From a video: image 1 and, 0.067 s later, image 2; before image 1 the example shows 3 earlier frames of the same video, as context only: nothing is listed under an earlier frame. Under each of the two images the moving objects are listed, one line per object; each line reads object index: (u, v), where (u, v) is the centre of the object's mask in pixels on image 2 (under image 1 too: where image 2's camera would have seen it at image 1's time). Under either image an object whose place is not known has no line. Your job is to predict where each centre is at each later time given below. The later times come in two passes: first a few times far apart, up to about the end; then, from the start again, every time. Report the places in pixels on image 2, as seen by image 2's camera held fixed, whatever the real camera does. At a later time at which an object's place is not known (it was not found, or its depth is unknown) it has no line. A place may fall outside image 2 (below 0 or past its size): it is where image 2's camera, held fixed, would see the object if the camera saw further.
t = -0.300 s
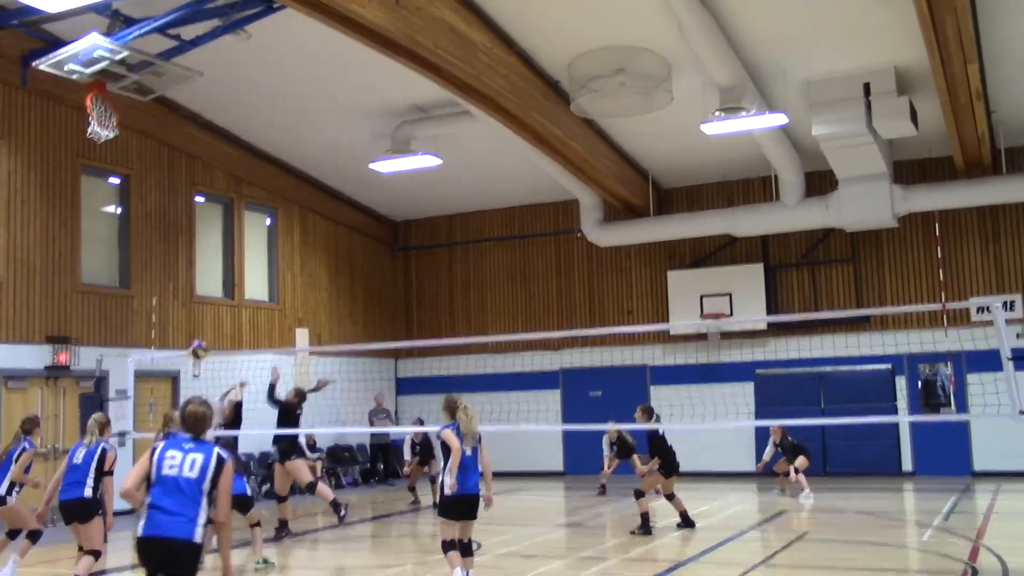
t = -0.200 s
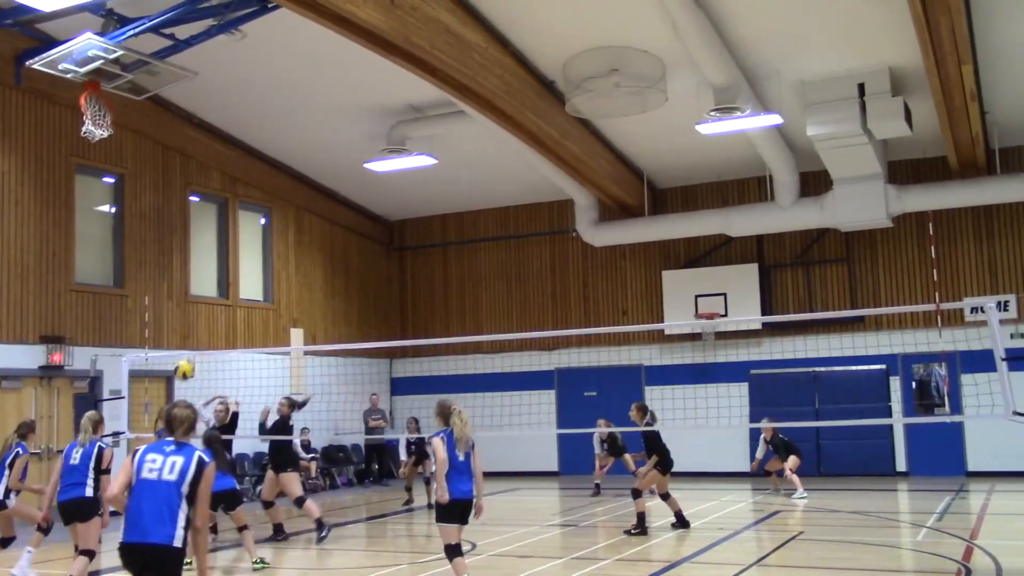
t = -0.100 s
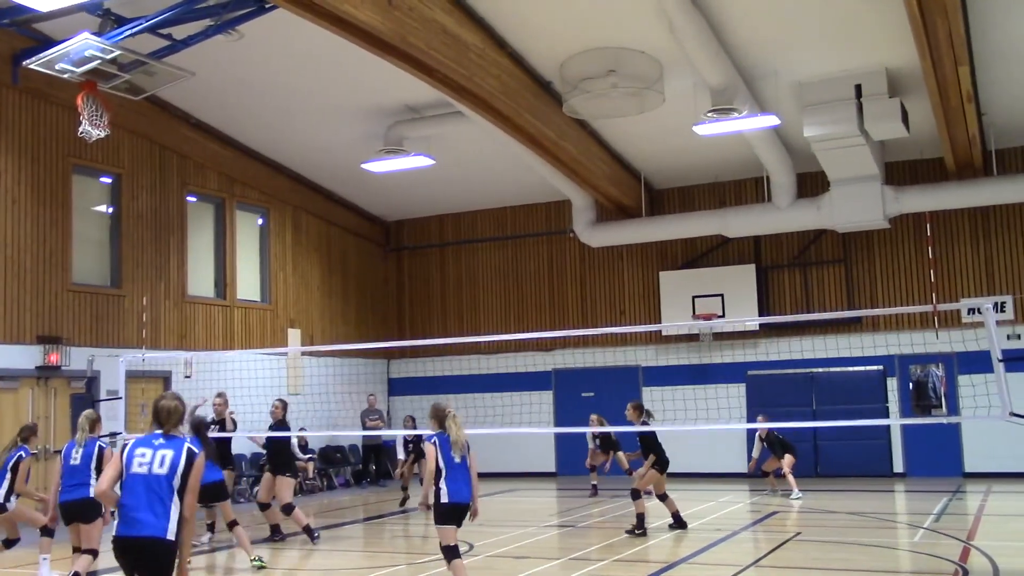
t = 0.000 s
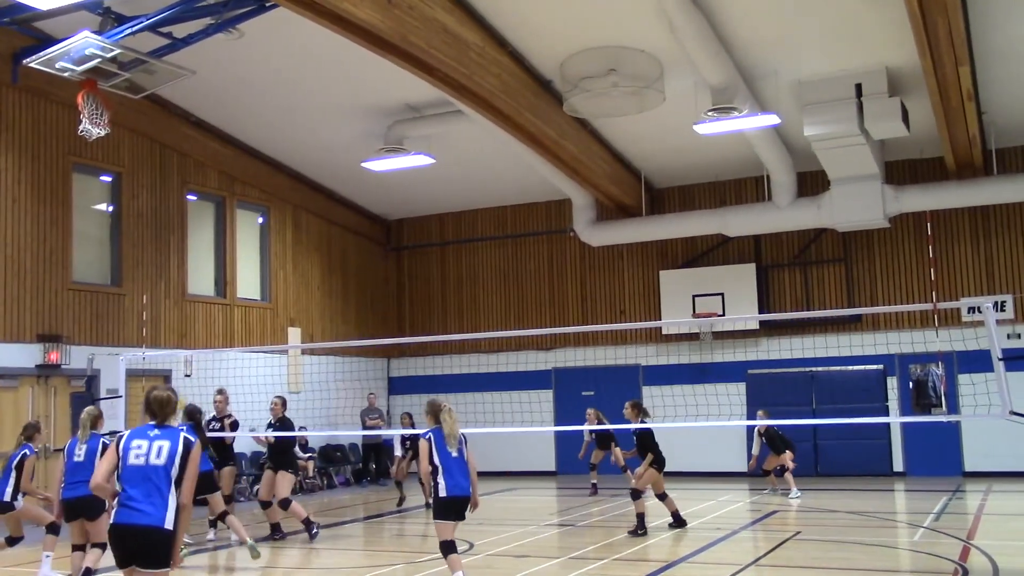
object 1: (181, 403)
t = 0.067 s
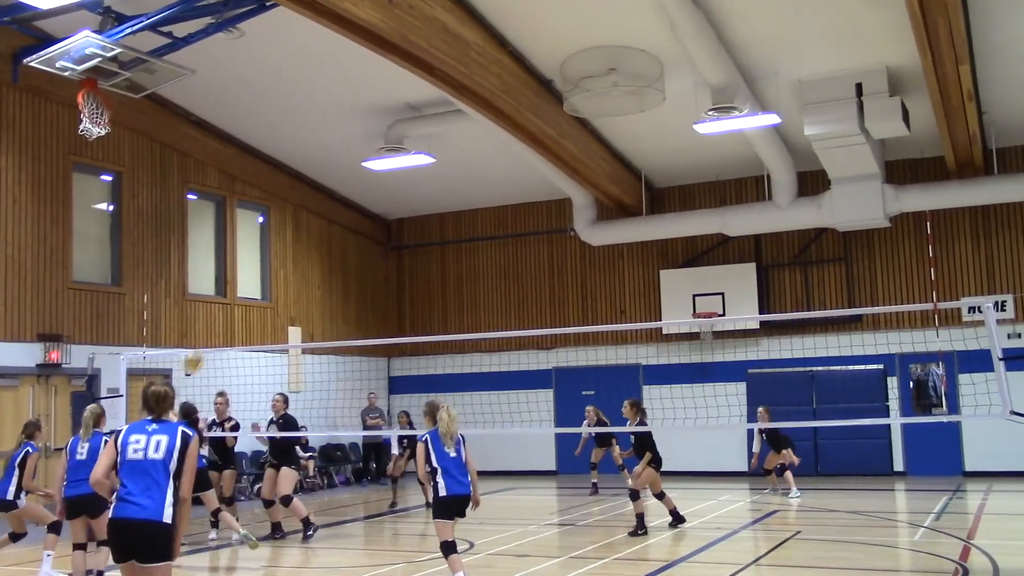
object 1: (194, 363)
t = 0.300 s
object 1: (251, 262)
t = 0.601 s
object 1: (313, 218)
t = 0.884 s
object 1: (365, 242)
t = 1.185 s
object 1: (410, 325)
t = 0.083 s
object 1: (196, 352)
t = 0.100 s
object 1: (201, 342)
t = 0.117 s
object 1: (206, 334)
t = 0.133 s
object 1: (211, 325)
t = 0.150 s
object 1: (215, 317)
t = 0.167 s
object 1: (220, 310)
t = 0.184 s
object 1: (223, 304)
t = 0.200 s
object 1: (227, 297)
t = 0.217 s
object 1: (231, 290)
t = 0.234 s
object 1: (235, 285)
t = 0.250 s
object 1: (239, 278)
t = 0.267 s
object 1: (243, 273)
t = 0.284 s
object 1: (247, 268)
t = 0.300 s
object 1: (251, 262)
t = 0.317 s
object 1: (254, 258)
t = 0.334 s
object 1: (258, 253)
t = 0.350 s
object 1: (262, 249)
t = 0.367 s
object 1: (265, 245)
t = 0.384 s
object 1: (269, 242)
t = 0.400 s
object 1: (272, 238)
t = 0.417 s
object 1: (276, 235)
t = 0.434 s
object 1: (279, 232)
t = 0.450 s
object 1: (282, 229)
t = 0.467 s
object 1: (286, 227)
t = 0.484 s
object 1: (290, 225)
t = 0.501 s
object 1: (294, 224)
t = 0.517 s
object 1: (297, 222)
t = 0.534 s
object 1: (300, 220)
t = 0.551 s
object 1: (303, 220)
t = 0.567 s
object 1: (306, 220)
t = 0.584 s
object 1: (309, 219)
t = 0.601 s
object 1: (313, 218)
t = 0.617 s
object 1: (316, 218)
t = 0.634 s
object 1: (319, 218)
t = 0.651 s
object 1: (322, 218)
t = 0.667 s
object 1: (325, 218)
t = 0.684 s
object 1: (329, 219)
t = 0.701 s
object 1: (332, 220)
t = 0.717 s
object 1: (336, 221)
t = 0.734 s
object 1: (339, 222)
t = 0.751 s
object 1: (341, 224)
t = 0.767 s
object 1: (344, 226)
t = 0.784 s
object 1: (347, 227)
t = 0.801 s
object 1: (350, 229)
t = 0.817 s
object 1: (353, 232)
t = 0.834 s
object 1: (356, 234)
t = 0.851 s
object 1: (358, 237)
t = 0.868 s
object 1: (361, 239)
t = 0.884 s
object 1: (365, 242)
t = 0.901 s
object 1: (367, 245)
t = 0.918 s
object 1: (370, 249)
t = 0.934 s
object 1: (372, 253)
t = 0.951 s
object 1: (375, 256)
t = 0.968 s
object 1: (377, 260)
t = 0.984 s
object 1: (380, 263)
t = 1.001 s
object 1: (383, 268)
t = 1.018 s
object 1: (385, 273)
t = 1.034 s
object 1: (388, 276)
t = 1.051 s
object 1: (391, 281)
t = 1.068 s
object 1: (393, 286)
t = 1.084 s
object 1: (396, 291)
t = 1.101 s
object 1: (398, 297)
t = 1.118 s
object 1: (401, 302)
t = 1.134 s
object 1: (402, 307)
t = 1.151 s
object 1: (405, 313)
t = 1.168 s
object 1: (407, 318)
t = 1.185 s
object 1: (410, 325)
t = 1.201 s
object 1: (412, 330)
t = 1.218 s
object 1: (414, 333)
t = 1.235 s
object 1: (417, 343)
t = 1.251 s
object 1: (420, 349)
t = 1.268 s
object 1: (421, 356)
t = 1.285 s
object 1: (423, 362)
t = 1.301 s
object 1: (426, 371)
